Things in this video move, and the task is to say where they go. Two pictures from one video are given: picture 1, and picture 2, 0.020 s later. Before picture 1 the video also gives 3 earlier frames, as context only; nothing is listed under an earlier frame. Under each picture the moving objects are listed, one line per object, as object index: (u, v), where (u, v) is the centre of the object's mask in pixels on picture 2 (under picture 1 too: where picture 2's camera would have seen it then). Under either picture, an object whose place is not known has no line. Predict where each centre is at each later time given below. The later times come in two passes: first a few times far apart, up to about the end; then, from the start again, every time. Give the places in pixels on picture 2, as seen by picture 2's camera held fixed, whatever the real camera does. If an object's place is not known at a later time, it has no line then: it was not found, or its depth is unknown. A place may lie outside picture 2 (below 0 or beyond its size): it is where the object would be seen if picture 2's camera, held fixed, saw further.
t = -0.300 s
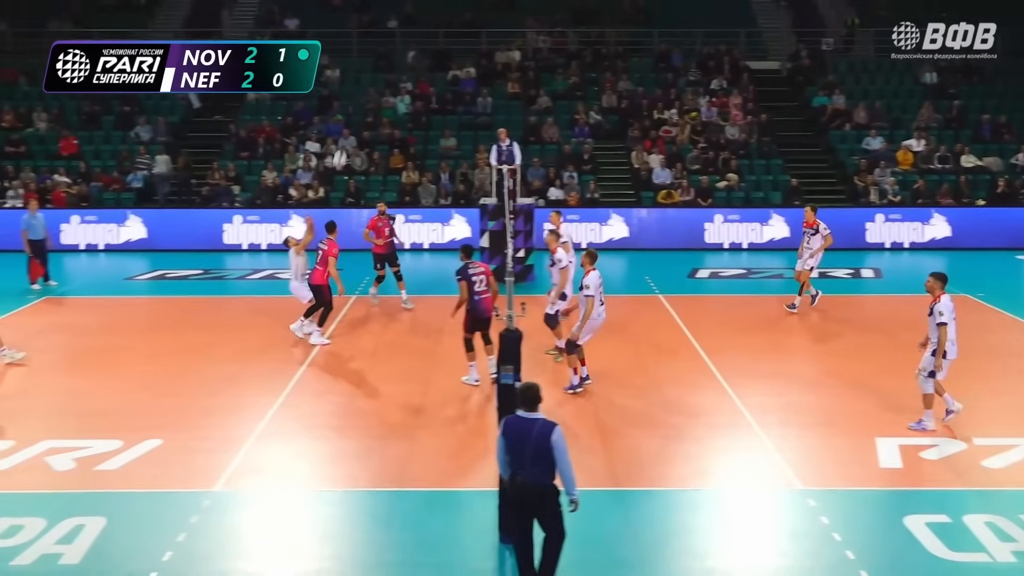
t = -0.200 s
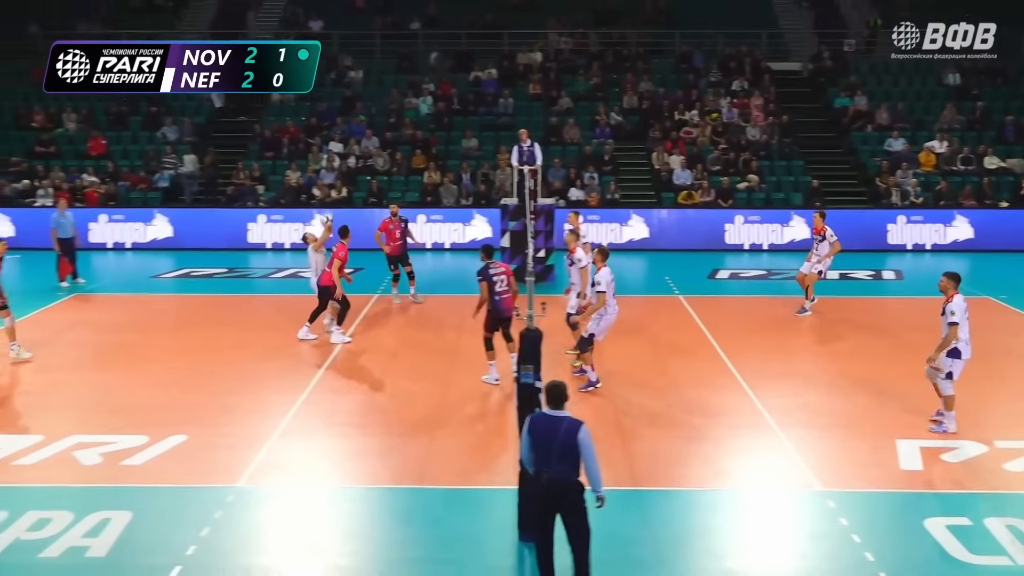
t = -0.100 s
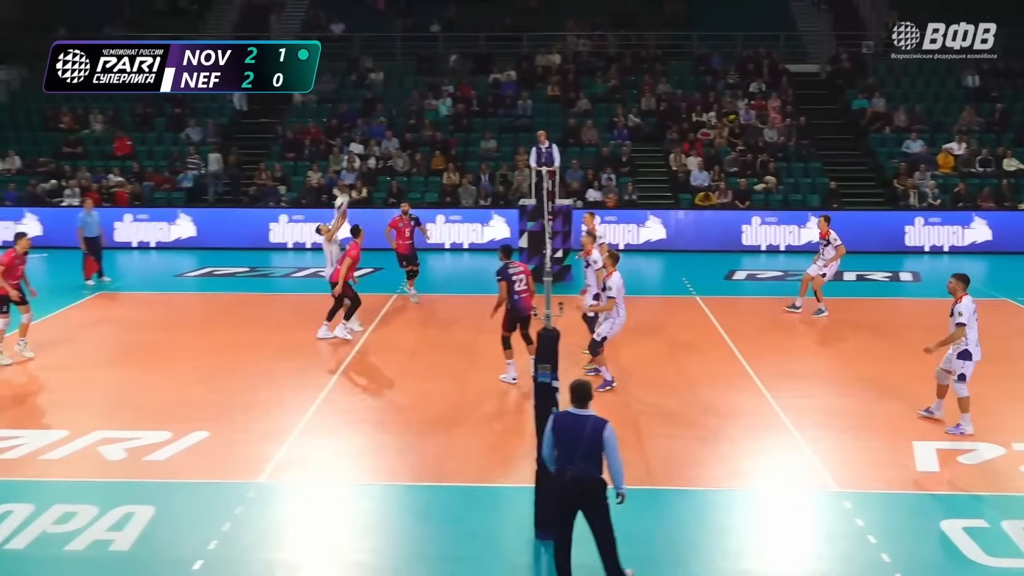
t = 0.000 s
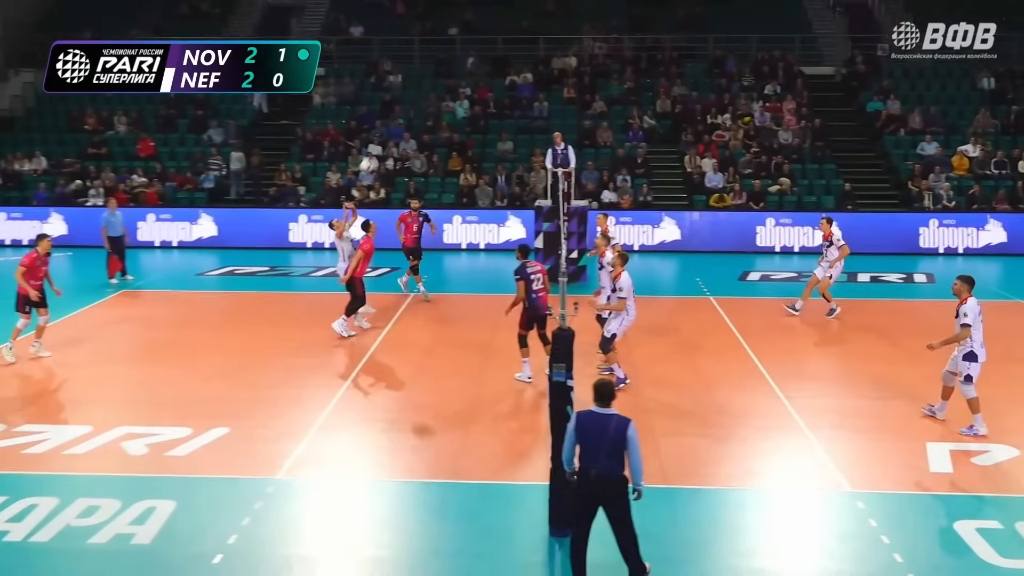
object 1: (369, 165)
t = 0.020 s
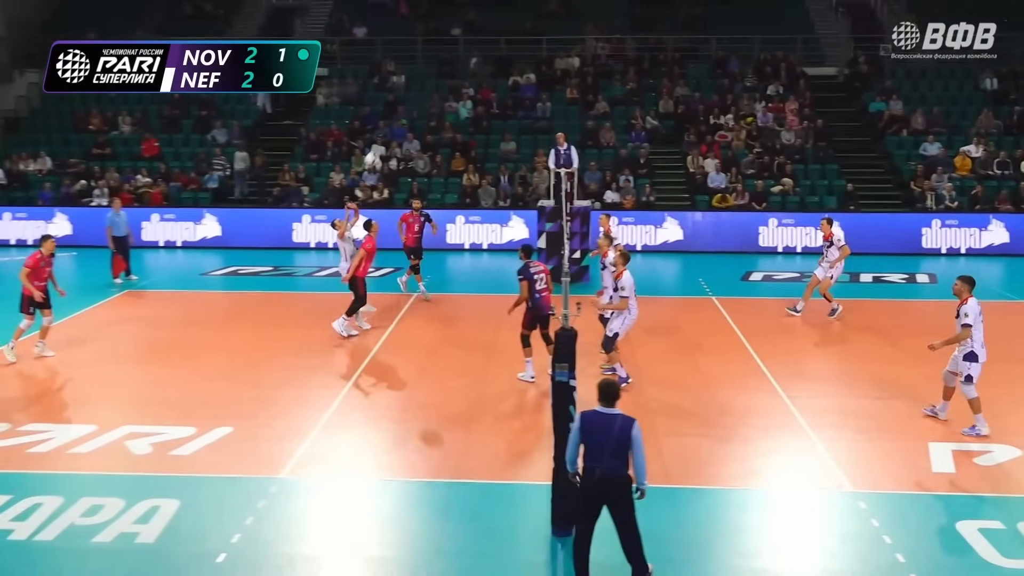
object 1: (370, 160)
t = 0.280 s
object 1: (393, 93)
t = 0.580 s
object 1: (420, 69)
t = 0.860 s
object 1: (447, 99)
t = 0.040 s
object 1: (373, 152)
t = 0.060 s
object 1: (373, 145)
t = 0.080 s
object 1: (377, 140)
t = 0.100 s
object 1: (378, 134)
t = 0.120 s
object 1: (380, 129)
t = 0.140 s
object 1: (382, 123)
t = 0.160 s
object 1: (383, 118)
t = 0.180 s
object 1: (385, 113)
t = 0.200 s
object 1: (387, 109)
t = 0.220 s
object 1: (388, 104)
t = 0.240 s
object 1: (390, 100)
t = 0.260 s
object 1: (392, 96)
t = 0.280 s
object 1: (393, 93)
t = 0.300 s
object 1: (395, 89)
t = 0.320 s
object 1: (397, 86)
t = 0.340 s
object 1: (399, 83)
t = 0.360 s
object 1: (400, 81)
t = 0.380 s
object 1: (402, 78)
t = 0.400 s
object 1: (404, 76)
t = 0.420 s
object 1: (406, 74)
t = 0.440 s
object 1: (407, 73)
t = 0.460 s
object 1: (409, 72)
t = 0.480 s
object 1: (411, 70)
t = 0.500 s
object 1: (413, 69)
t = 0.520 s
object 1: (415, 69)
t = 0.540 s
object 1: (416, 69)
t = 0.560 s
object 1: (418, 69)
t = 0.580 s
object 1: (420, 69)
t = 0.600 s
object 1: (422, 69)
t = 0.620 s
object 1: (424, 70)
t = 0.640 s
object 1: (426, 71)
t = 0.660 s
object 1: (428, 72)
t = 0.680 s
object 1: (429, 74)
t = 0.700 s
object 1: (431, 76)
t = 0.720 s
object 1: (433, 78)
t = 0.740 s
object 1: (435, 80)
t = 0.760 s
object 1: (437, 83)
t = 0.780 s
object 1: (439, 86)
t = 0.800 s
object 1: (441, 89)
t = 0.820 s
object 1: (443, 92)
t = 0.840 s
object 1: (445, 96)
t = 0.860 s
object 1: (447, 99)
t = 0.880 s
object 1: (449, 105)
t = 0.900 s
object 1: (451, 109)
